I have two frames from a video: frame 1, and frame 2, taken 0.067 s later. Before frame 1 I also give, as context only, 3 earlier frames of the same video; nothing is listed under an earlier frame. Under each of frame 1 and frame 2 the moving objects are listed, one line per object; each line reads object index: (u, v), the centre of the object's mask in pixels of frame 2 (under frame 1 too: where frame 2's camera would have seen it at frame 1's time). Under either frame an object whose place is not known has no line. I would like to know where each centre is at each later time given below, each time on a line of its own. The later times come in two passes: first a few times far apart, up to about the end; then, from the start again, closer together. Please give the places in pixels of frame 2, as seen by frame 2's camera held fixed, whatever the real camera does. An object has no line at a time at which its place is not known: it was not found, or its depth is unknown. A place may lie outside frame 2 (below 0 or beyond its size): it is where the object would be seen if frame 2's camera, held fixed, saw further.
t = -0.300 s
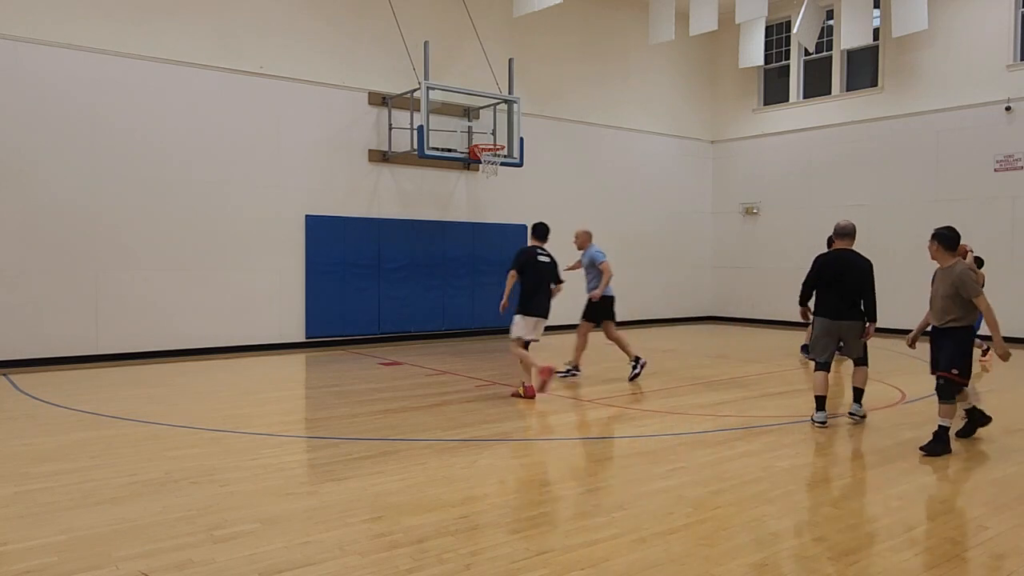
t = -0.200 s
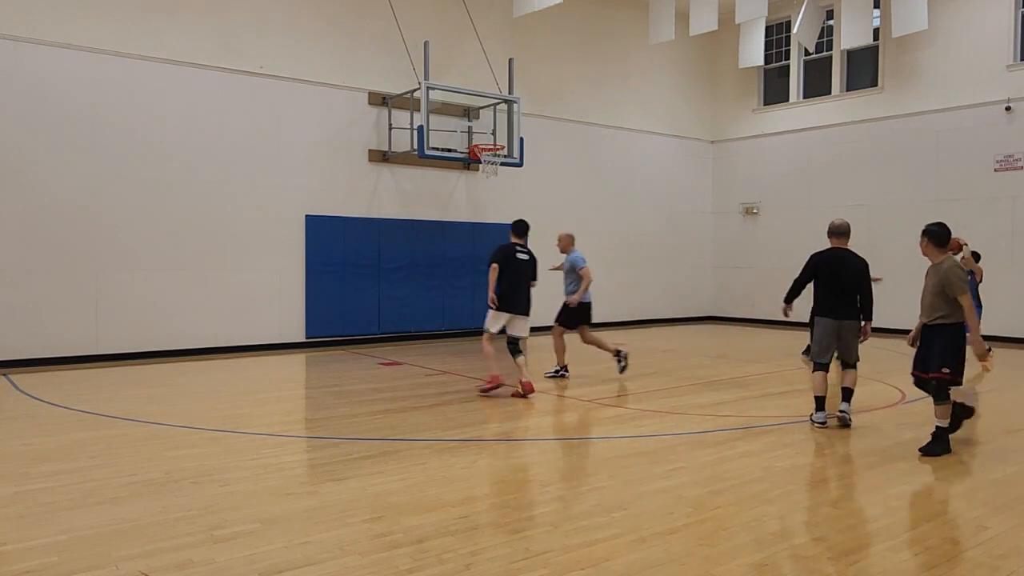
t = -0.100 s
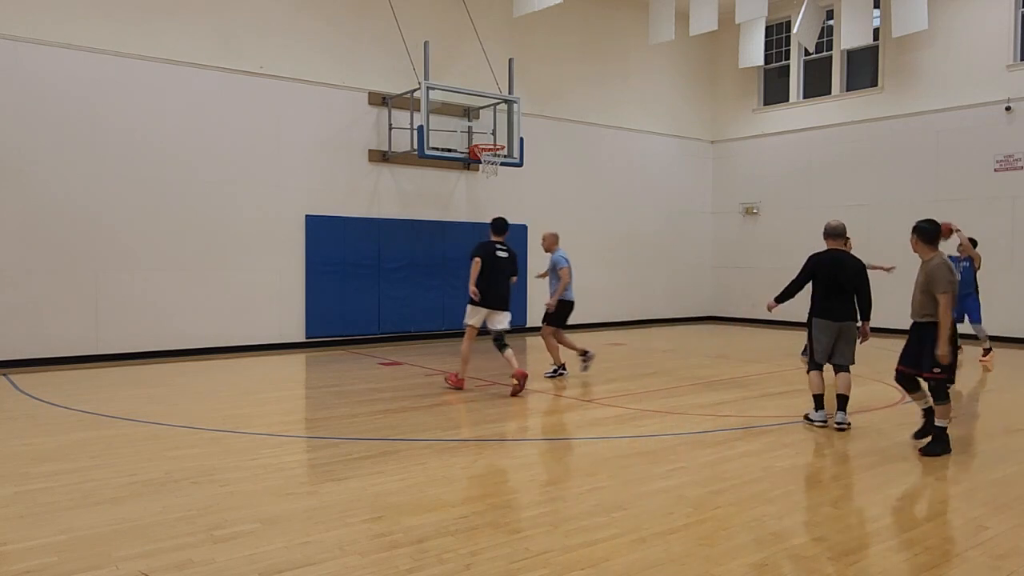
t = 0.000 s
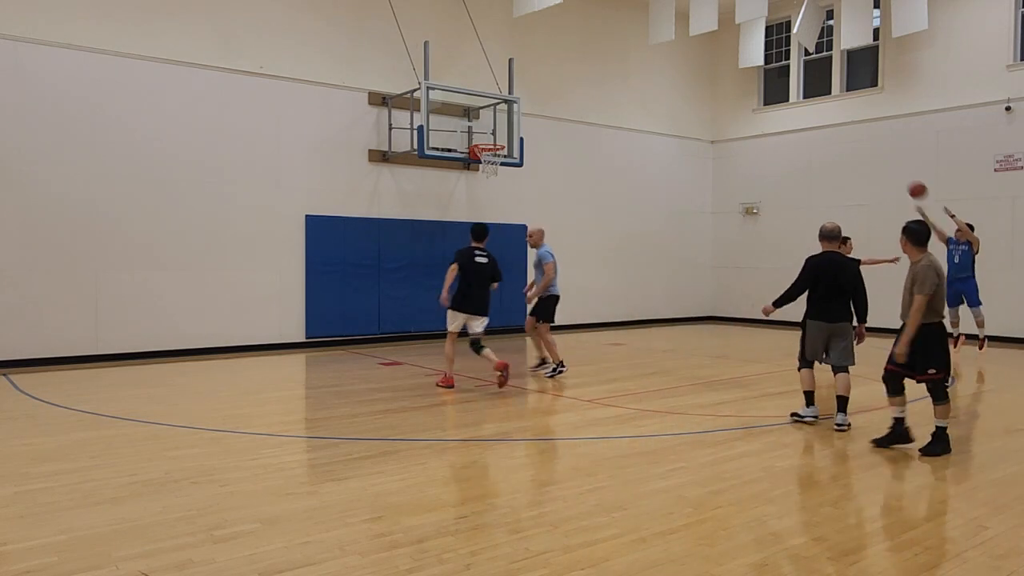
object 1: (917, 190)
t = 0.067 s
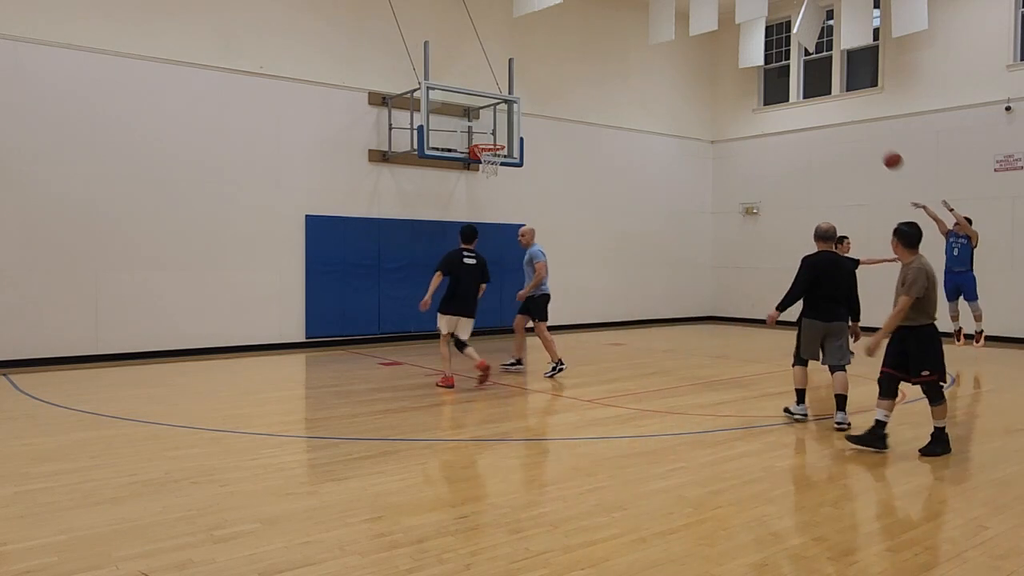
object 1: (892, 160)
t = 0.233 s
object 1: (831, 100)
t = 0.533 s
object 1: (723, 44)
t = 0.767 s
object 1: (644, 44)
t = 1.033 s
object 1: (556, 88)
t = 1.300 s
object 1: (513, 130)
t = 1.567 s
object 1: (548, 129)
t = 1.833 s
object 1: (588, 187)
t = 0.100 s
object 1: (880, 146)
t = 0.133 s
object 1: (867, 133)
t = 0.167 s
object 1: (855, 122)
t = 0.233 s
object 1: (831, 100)
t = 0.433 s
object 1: (759, 55)
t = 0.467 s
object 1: (747, 51)
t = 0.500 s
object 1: (734, 47)
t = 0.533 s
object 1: (723, 44)
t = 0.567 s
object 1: (712, 42)
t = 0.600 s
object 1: (700, 40)
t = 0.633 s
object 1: (689, 39)
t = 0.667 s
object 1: (677, 40)
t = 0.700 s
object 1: (666, 40)
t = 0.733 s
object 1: (655, 42)
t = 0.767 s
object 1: (644, 44)
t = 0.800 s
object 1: (632, 47)
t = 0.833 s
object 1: (621, 51)
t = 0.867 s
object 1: (610, 56)
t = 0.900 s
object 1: (599, 61)
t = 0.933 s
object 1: (588, 67)
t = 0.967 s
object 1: (578, 73)
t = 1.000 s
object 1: (567, 80)
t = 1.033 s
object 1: (556, 88)
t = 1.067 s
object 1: (546, 97)
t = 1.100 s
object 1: (535, 106)
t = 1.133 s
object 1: (525, 116)
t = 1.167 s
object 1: (514, 127)
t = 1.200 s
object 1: (505, 137)
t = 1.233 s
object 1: (505, 137)
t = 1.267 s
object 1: (509, 133)
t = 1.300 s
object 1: (513, 130)
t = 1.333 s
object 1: (517, 127)
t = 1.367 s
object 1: (521, 125)
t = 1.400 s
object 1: (526, 123)
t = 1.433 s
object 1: (530, 123)
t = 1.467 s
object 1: (534, 123)
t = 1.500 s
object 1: (539, 124)
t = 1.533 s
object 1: (543, 126)
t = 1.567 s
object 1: (548, 129)
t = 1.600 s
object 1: (552, 133)
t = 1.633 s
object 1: (557, 138)
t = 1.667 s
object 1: (562, 143)
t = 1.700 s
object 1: (567, 150)
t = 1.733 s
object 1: (572, 157)
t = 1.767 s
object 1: (577, 166)
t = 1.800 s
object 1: (582, 176)
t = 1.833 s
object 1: (588, 187)
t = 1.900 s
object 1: (598, 212)
